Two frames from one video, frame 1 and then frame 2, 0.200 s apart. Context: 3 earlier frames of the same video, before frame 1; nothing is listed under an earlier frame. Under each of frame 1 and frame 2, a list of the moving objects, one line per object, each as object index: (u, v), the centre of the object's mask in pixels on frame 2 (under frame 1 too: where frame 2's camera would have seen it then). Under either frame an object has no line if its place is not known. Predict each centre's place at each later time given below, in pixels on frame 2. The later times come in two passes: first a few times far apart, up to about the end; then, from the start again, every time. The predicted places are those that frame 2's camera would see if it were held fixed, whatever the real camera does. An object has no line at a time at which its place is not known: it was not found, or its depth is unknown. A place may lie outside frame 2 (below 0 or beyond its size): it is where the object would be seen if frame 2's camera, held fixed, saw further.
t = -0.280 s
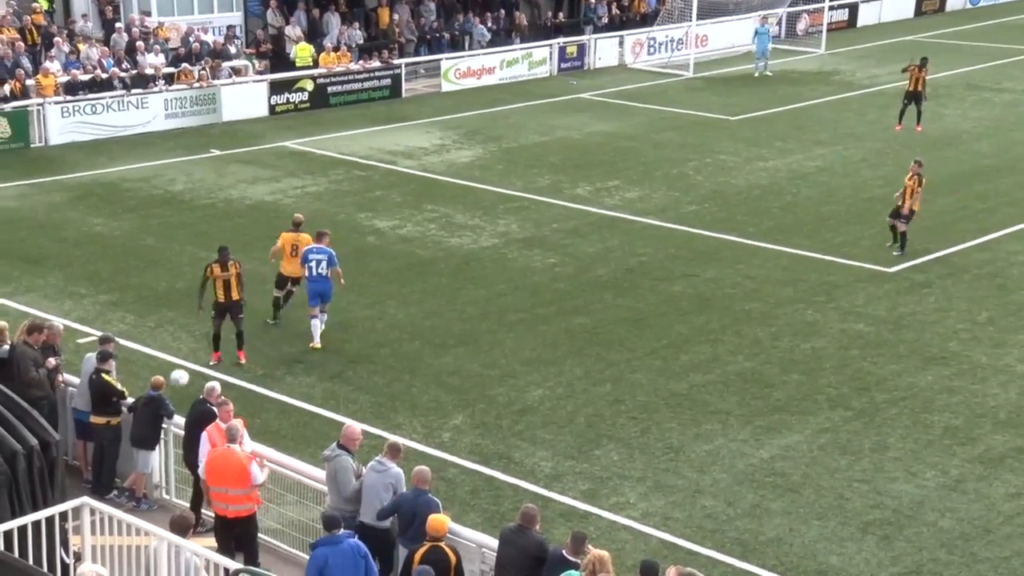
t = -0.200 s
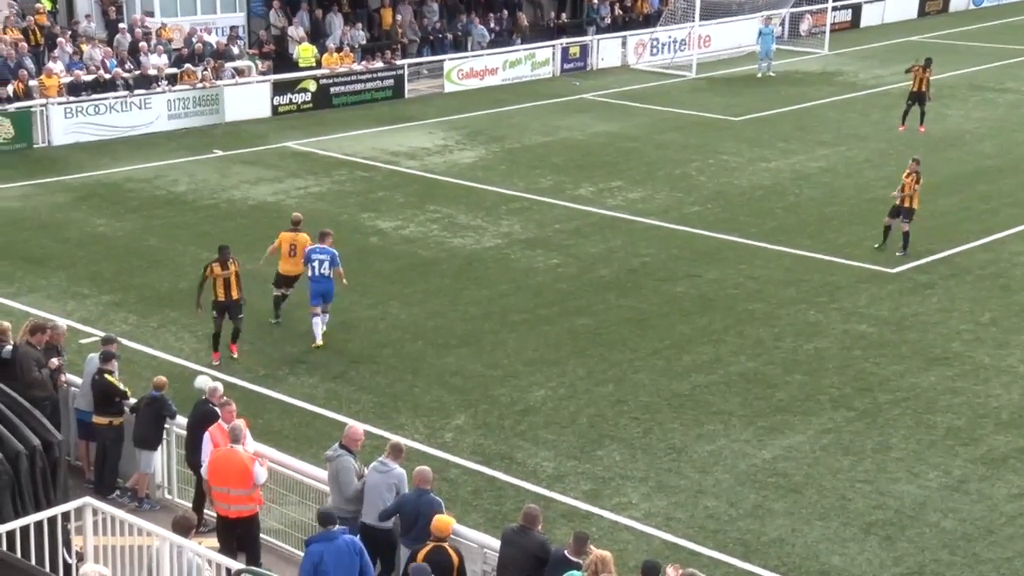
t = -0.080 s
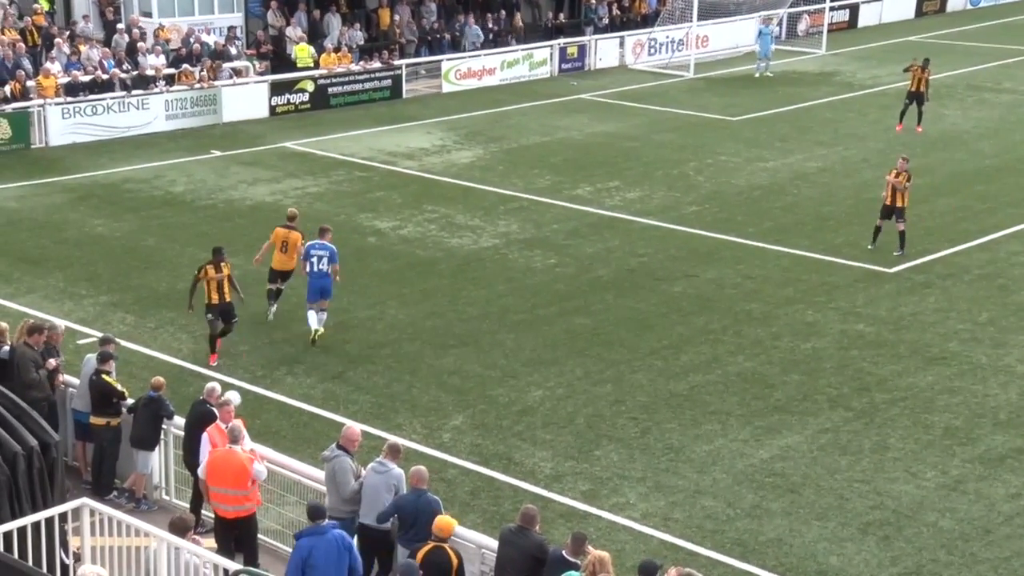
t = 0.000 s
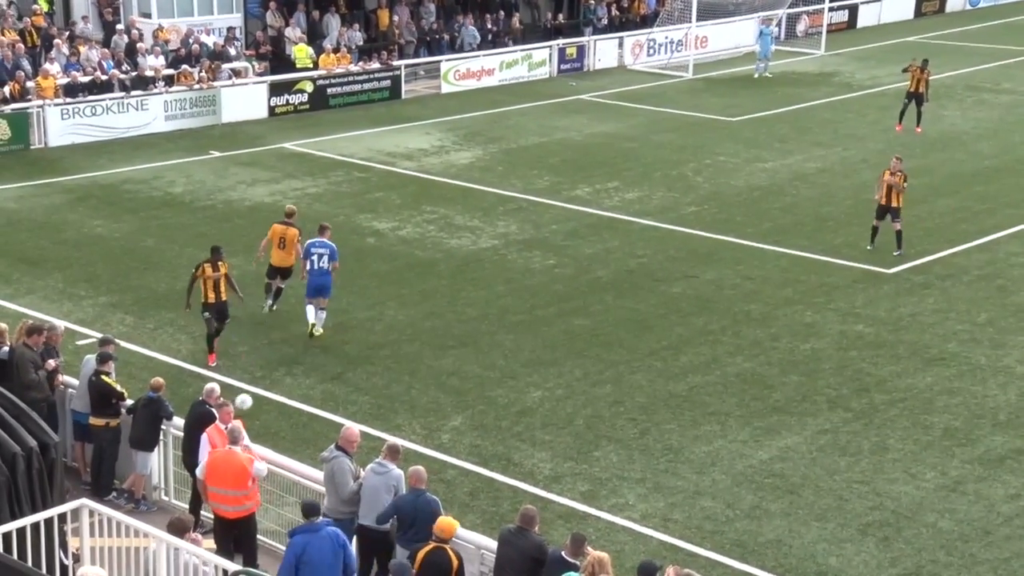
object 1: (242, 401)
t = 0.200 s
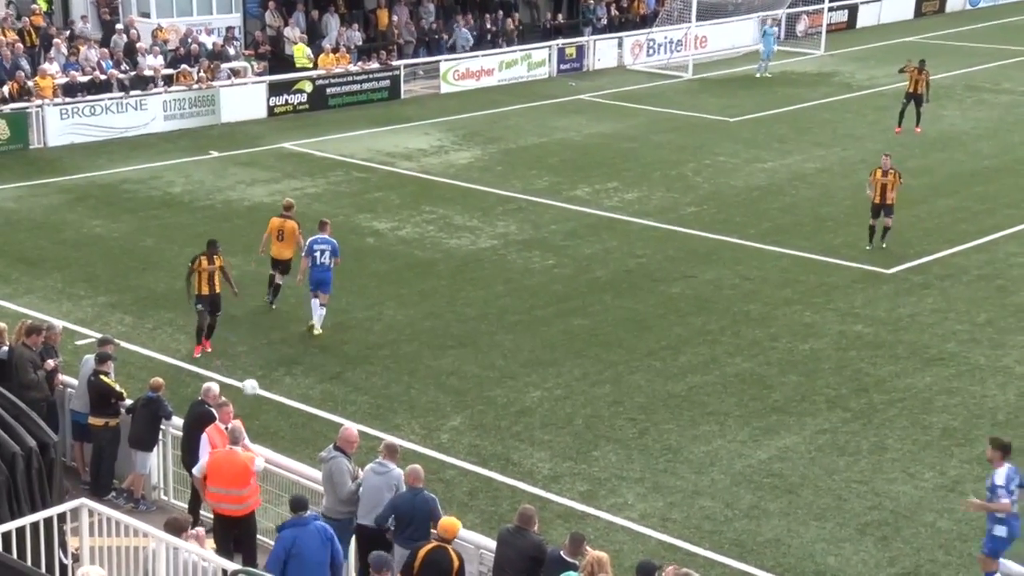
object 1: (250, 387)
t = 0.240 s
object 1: (252, 387)
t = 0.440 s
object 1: (259, 405)
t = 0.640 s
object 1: (272, 397)
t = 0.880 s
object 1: (288, 400)
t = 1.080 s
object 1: (298, 403)
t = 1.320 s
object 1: (311, 403)
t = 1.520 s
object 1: (320, 402)
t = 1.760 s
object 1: (329, 402)
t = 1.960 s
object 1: (335, 402)
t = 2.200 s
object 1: (341, 402)
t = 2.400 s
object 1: (346, 402)
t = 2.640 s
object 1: (349, 401)
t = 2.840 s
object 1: (351, 401)
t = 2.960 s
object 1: (351, 401)
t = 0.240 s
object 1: (252, 387)
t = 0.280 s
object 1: (252, 389)
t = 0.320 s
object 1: (254, 391)
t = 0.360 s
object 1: (255, 395)
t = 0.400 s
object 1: (257, 399)
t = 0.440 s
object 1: (259, 405)
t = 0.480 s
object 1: (261, 405)
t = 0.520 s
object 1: (264, 402)
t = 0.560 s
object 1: (267, 399)
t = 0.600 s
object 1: (269, 397)
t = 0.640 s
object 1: (272, 397)
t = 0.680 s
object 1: (275, 398)
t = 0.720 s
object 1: (278, 400)
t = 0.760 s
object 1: (281, 403)
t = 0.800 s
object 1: (283, 403)
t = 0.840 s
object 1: (285, 401)
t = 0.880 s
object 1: (288, 400)
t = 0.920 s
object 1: (290, 401)
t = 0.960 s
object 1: (292, 402)
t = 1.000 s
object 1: (293, 404)
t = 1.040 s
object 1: (296, 403)
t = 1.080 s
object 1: (298, 403)
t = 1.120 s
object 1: (300, 403)
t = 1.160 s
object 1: (302, 403)
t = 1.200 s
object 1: (305, 403)
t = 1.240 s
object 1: (306, 403)
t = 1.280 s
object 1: (309, 402)
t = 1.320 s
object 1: (311, 403)
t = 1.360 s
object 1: (313, 403)
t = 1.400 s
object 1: (314, 402)
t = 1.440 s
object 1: (316, 402)
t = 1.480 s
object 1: (318, 403)
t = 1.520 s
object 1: (320, 402)
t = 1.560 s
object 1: (321, 402)
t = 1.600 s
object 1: (323, 402)
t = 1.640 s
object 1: (324, 402)
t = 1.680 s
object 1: (326, 402)
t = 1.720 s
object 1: (327, 402)
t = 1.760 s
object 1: (329, 402)
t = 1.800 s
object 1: (330, 402)
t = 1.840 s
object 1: (332, 402)
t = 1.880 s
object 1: (333, 402)
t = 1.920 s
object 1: (334, 402)
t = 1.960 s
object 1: (335, 402)
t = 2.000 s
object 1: (336, 402)
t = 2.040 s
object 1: (337, 402)
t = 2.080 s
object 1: (338, 402)
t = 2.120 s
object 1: (339, 402)
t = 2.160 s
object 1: (340, 402)
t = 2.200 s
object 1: (341, 402)
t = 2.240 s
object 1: (342, 402)
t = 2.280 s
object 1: (343, 402)
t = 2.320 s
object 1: (344, 401)
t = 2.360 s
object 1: (345, 402)
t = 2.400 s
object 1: (346, 402)
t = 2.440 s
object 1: (347, 402)
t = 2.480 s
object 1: (347, 401)
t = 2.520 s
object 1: (348, 401)
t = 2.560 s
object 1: (349, 401)
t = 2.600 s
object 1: (349, 401)
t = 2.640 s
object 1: (349, 401)
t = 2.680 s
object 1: (350, 401)
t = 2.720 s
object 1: (350, 401)
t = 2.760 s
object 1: (350, 401)
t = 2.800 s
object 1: (351, 401)
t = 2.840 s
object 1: (351, 401)
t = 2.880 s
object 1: (351, 401)
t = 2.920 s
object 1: (351, 401)
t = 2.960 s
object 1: (351, 401)
